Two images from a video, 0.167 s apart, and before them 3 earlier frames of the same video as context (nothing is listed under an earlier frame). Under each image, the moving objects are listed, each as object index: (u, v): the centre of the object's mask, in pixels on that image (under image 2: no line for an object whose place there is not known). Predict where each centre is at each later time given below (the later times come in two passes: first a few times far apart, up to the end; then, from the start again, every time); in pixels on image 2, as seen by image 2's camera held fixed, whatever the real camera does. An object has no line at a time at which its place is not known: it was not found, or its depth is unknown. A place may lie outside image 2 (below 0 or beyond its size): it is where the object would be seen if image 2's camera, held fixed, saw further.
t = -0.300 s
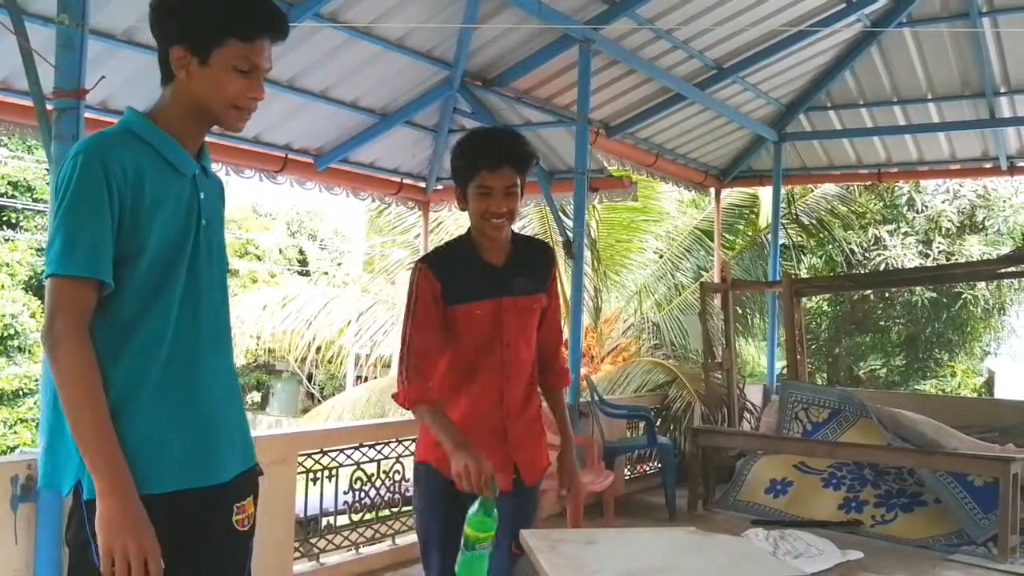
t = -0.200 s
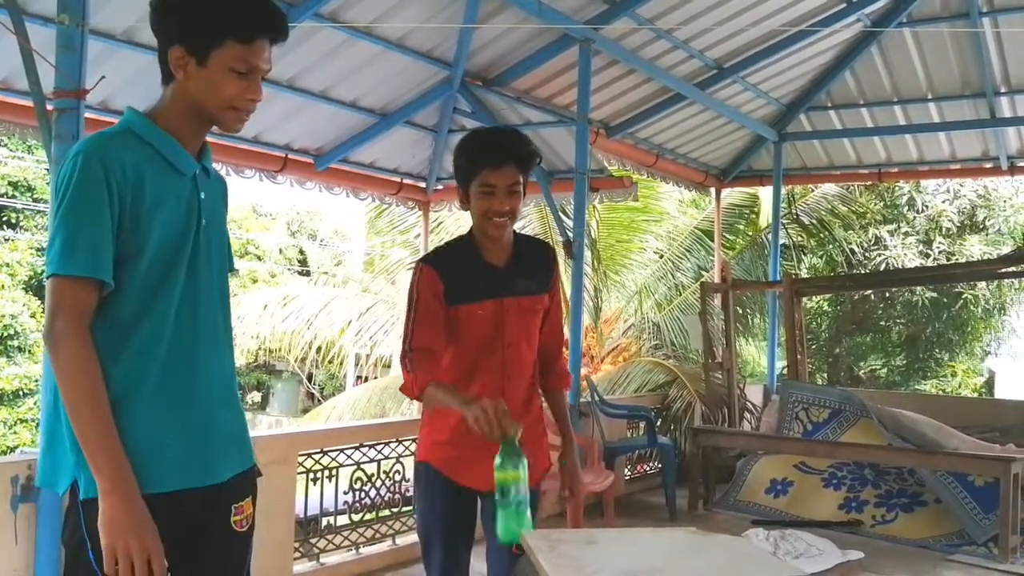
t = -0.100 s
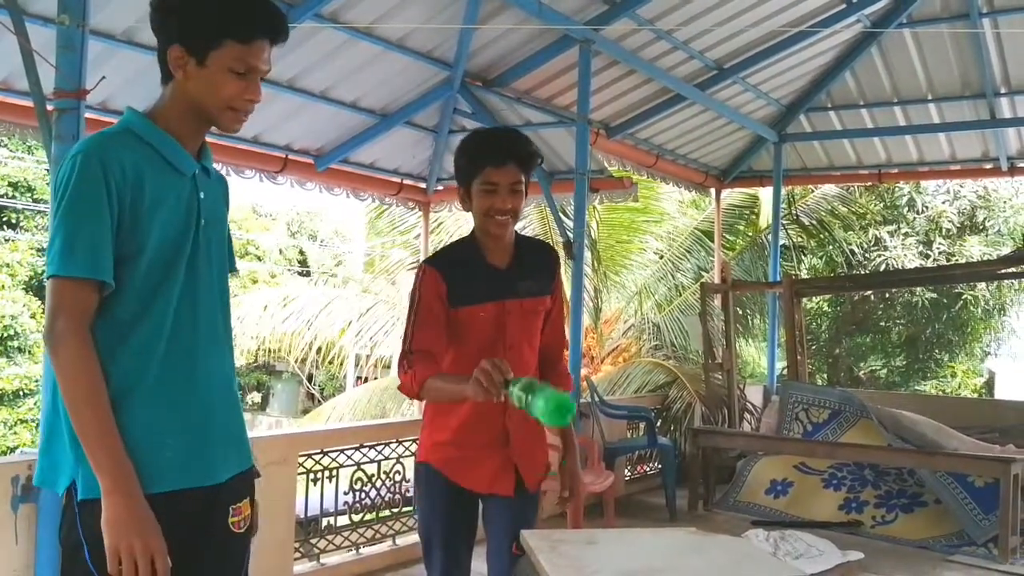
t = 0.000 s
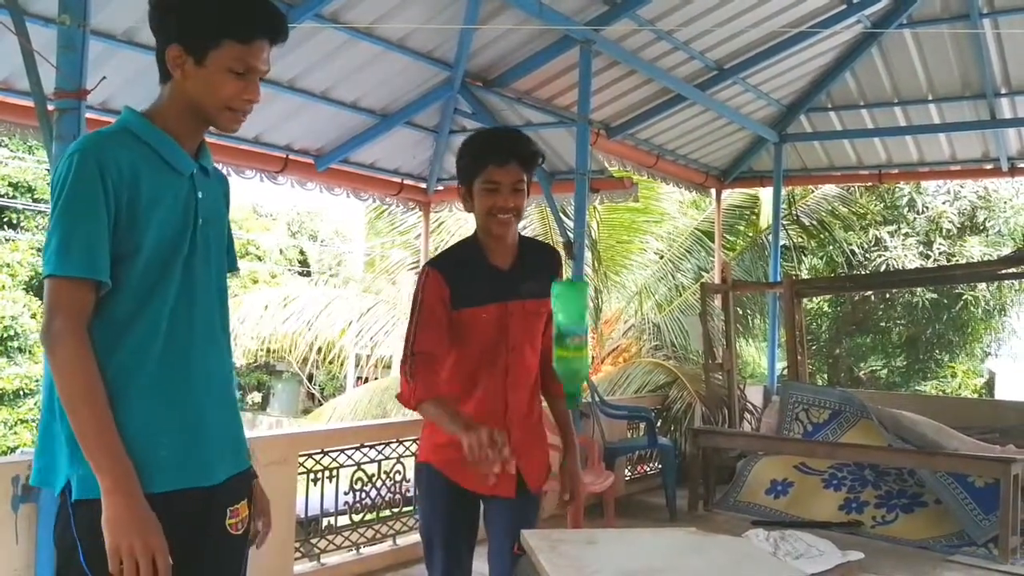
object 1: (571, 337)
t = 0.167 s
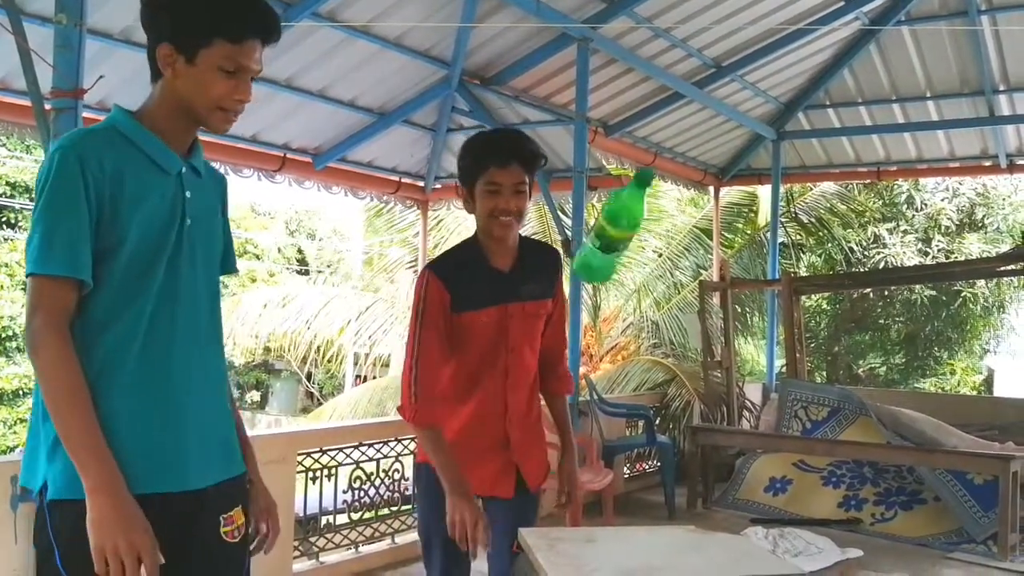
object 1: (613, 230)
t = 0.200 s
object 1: (616, 233)
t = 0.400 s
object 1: (654, 484)
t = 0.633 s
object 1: (666, 525)
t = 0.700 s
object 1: (664, 527)
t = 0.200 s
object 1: (616, 233)
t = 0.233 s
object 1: (619, 248)
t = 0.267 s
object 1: (623, 274)
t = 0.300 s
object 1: (629, 311)
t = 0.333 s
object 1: (636, 359)
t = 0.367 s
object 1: (646, 417)
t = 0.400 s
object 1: (654, 484)
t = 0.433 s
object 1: (659, 517)
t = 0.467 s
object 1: (660, 511)
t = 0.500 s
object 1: (662, 508)
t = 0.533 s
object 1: (664, 508)
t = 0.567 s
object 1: (666, 512)
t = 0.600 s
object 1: (666, 519)
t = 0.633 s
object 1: (666, 525)
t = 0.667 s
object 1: (665, 526)
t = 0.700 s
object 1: (664, 527)
